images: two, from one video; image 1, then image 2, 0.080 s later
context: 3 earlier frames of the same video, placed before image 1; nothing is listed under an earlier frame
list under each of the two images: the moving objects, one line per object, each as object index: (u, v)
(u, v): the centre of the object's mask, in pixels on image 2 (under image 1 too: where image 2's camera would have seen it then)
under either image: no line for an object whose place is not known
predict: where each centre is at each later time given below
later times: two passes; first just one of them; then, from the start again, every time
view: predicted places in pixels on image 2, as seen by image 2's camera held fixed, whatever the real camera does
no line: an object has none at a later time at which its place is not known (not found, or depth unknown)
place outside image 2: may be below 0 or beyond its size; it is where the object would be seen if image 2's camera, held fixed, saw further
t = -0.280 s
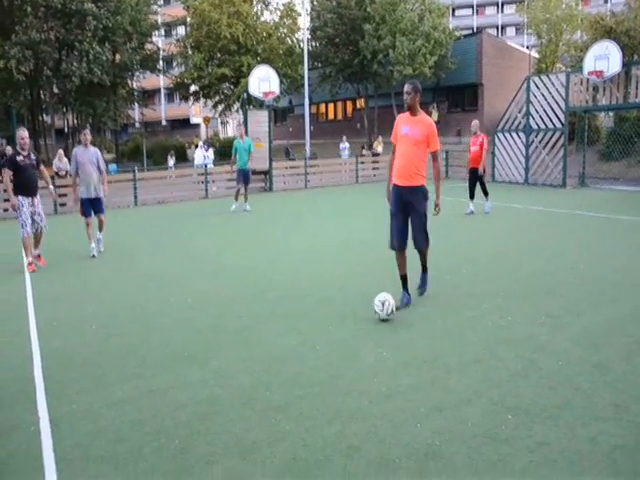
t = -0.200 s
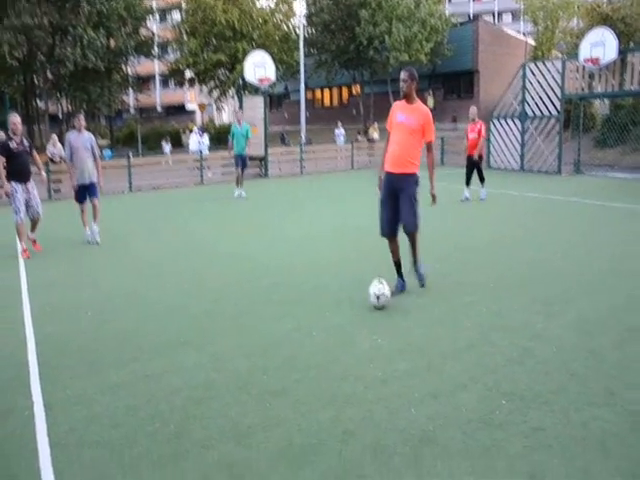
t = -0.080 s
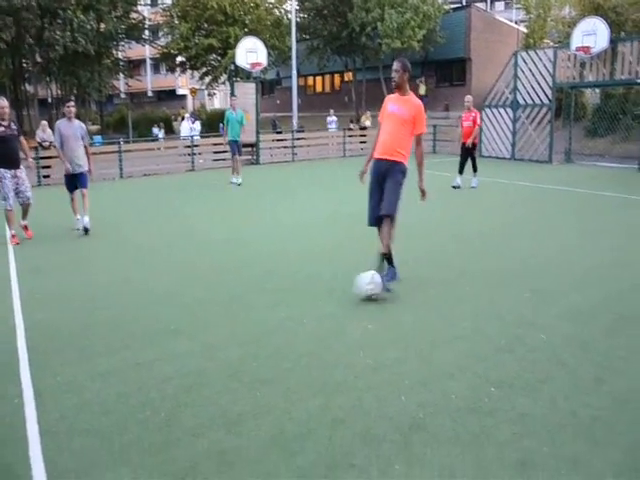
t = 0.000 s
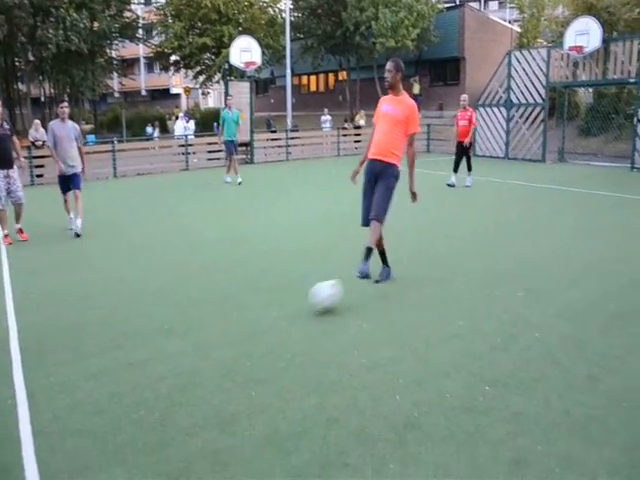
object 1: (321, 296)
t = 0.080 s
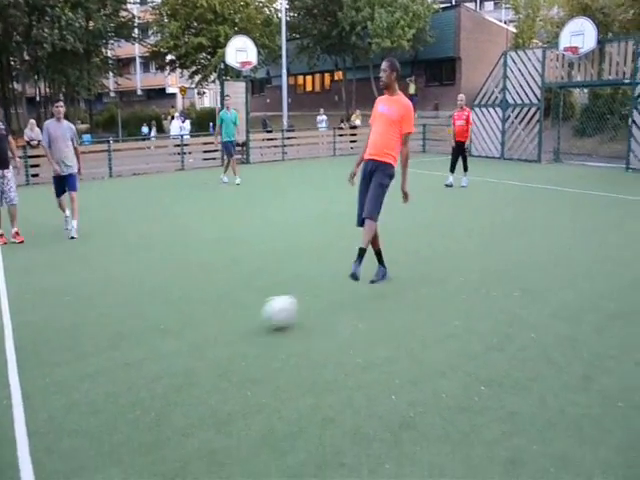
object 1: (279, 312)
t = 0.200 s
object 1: (213, 333)
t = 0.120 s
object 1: (258, 318)
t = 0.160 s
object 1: (236, 325)
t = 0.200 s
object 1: (213, 333)
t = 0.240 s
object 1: (190, 339)
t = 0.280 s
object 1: (167, 344)
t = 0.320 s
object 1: (144, 353)
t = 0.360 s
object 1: (120, 361)
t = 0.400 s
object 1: (96, 367)
